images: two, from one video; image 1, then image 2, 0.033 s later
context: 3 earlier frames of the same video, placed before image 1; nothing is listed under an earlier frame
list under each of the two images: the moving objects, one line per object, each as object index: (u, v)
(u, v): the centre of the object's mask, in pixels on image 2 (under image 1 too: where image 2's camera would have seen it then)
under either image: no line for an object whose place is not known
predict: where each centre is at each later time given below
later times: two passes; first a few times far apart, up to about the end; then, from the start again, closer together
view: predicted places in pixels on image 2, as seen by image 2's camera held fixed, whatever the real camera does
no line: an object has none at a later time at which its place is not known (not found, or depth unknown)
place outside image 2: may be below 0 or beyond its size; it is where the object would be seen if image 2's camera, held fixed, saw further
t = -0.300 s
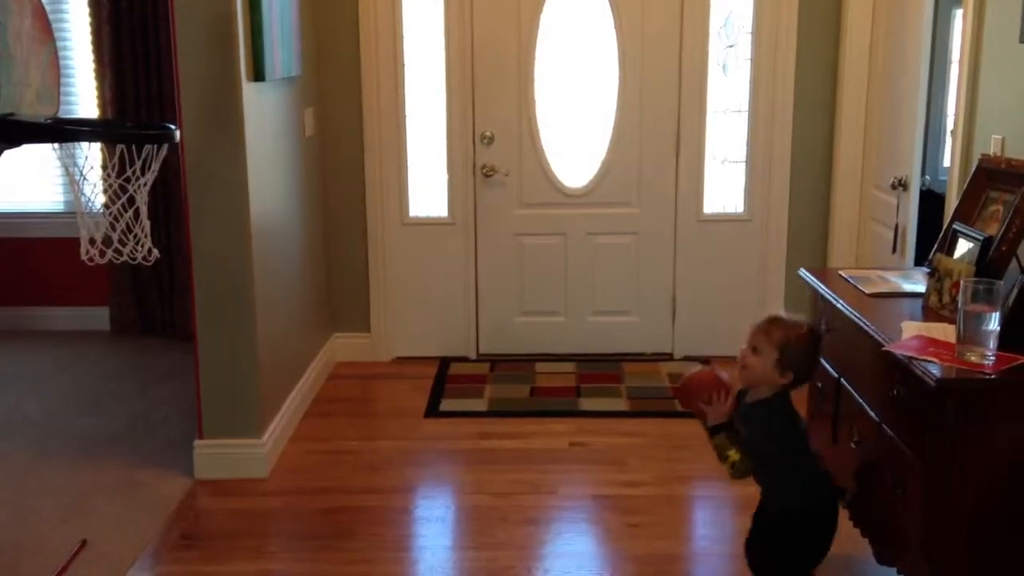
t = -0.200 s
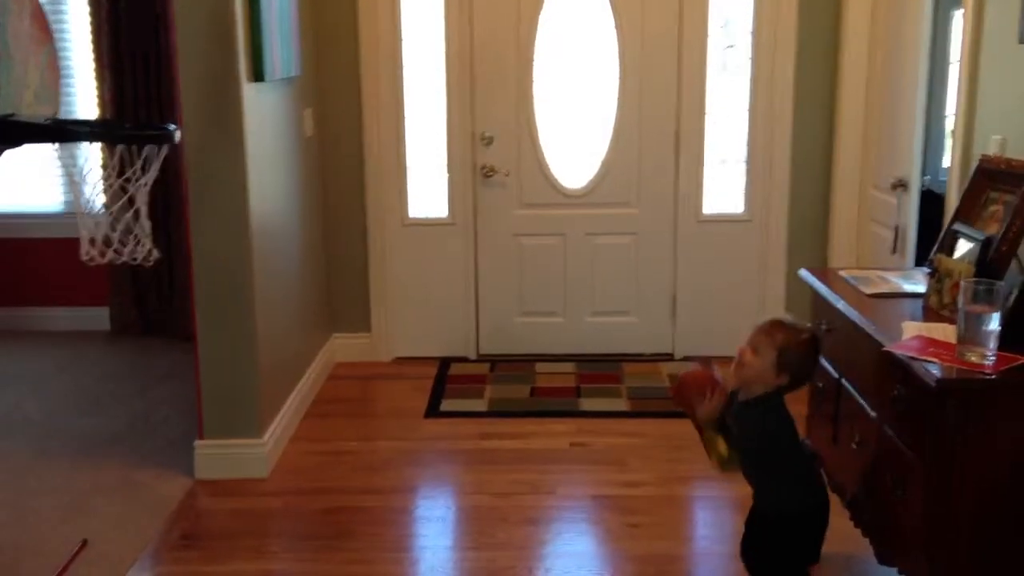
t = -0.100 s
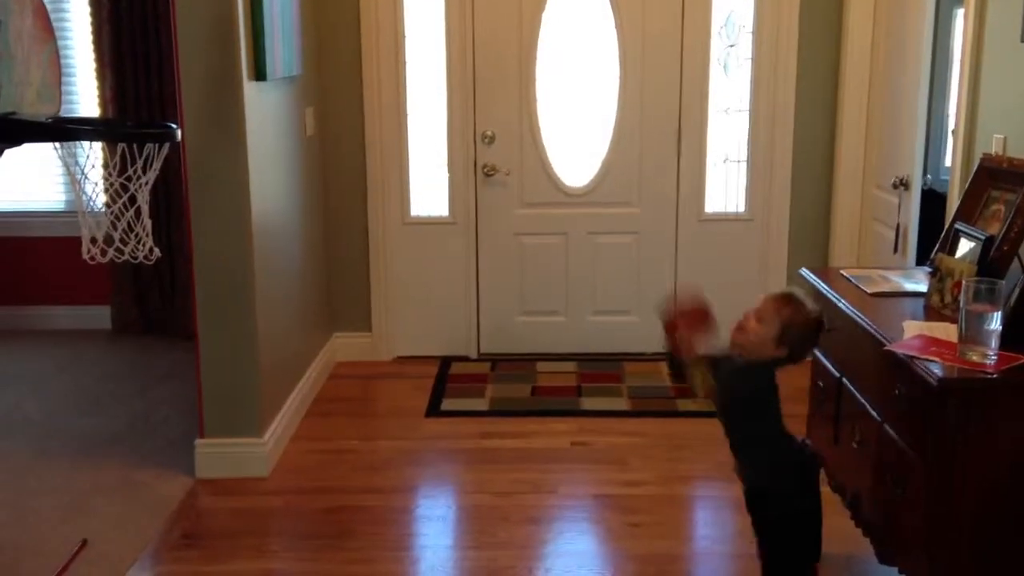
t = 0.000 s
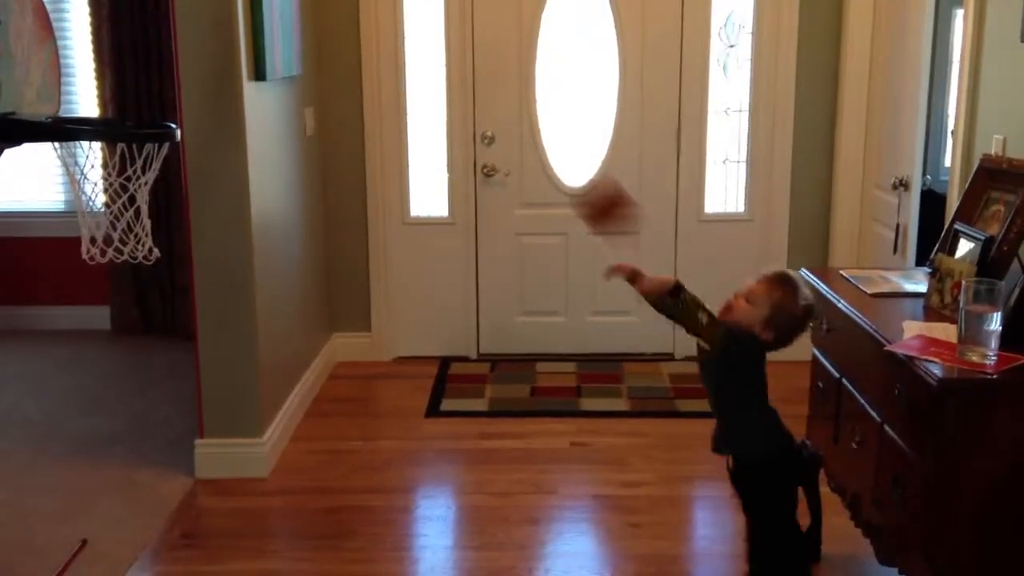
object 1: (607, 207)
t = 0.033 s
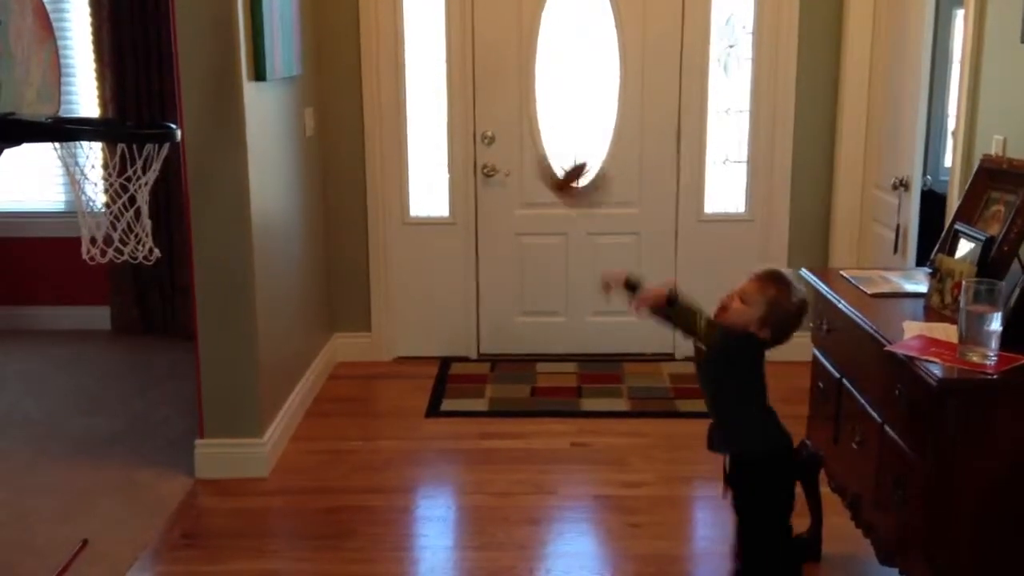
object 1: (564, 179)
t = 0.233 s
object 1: (362, 64)
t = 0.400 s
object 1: (170, 96)
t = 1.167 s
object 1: (95, 451)
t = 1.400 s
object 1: (152, 387)
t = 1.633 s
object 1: (219, 542)
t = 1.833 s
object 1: (275, 549)
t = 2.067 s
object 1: (343, 490)
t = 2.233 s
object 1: (394, 583)
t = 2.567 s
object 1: (491, 541)
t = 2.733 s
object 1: (541, 596)
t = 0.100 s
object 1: (505, 120)
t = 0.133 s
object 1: (471, 99)
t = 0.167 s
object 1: (440, 83)
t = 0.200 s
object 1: (391, 71)
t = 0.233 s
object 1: (362, 64)
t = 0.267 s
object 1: (327, 62)
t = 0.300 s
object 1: (292, 63)
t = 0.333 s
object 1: (242, 70)
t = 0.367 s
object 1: (210, 81)
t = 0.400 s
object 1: (170, 96)
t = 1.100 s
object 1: (84, 506)
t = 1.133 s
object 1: (90, 479)
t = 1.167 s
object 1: (95, 451)
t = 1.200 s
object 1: (101, 429)
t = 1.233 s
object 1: (109, 411)
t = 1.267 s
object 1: (118, 398)
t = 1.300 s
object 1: (126, 388)
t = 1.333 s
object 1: (134, 383)
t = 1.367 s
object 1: (143, 383)
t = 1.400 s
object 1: (152, 387)
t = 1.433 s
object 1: (162, 395)
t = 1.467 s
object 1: (172, 408)
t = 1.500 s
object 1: (180, 424)
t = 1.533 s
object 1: (190, 447)
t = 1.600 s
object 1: (210, 511)
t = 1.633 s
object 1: (219, 542)
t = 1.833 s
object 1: (275, 549)
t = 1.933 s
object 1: (302, 499)
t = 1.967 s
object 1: (313, 489)
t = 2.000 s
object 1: (322, 486)
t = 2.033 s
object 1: (333, 485)
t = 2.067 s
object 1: (343, 490)
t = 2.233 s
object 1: (394, 583)
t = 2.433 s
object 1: (454, 573)
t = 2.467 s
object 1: (463, 559)
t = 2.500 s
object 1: (472, 549)
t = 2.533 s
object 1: (481, 542)
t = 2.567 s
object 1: (491, 541)
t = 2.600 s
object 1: (501, 544)
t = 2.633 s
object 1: (511, 551)
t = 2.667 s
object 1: (521, 562)
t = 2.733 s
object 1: (541, 596)
